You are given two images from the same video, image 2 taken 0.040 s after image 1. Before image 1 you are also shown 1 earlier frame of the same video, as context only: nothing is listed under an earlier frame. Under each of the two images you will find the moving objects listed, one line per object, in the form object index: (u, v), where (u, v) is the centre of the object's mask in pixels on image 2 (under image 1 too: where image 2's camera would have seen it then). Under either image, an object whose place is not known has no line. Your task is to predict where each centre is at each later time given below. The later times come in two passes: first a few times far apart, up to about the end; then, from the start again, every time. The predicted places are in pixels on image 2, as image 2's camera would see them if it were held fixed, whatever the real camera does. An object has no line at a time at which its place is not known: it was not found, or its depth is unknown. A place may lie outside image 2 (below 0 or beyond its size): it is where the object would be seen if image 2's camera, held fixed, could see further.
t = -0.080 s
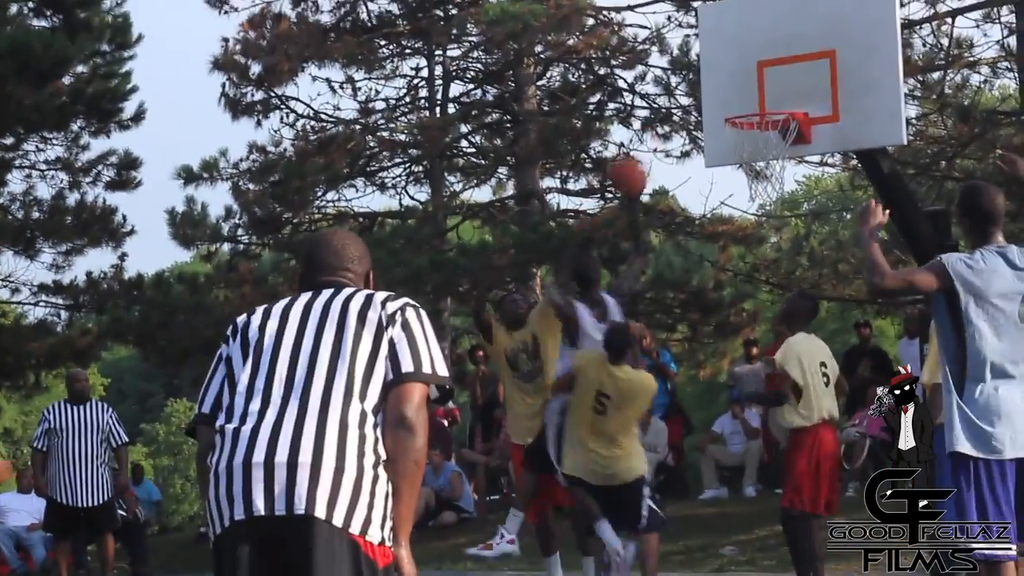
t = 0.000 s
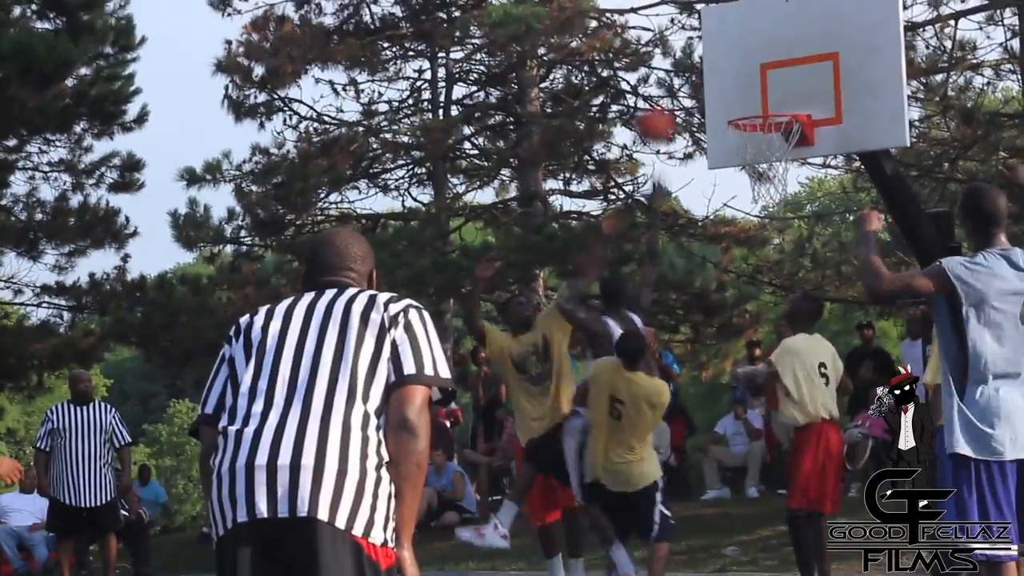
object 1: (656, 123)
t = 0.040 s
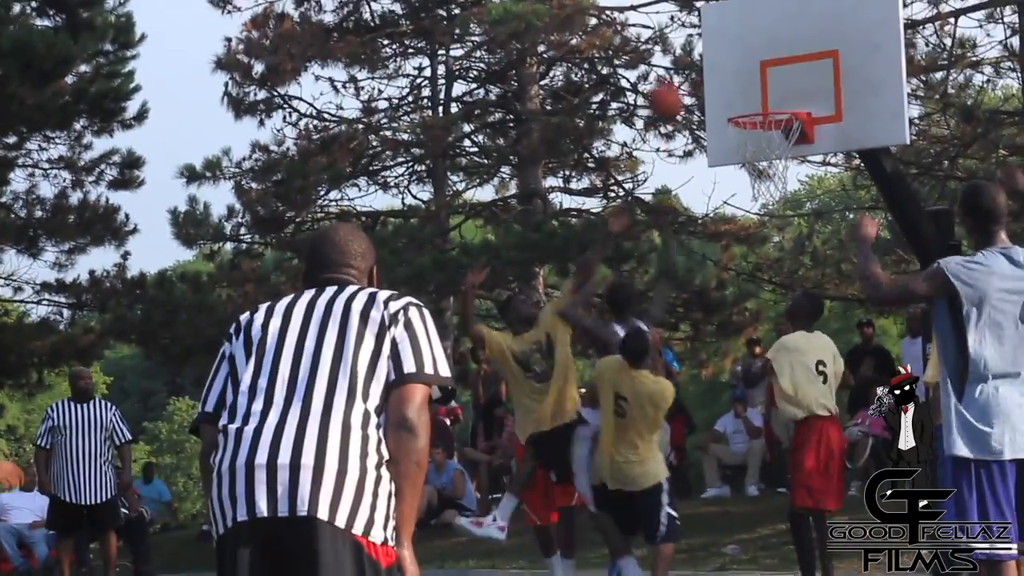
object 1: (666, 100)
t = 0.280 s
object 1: (731, 32)
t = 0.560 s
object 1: (791, 69)
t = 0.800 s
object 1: (752, 113)
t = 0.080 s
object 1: (677, 80)
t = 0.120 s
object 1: (688, 66)
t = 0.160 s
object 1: (698, 53)
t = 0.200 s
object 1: (710, 42)
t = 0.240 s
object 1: (720, 36)
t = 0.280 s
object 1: (731, 32)
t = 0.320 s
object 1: (741, 30)
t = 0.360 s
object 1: (752, 31)
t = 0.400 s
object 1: (763, 35)
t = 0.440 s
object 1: (774, 40)
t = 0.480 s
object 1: (785, 49)
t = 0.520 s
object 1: (796, 62)
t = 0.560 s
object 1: (791, 69)
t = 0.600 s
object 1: (784, 80)
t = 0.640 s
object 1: (777, 92)
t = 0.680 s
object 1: (770, 102)
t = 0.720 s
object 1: (760, 103)
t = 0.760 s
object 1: (749, 107)
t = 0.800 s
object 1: (752, 113)
